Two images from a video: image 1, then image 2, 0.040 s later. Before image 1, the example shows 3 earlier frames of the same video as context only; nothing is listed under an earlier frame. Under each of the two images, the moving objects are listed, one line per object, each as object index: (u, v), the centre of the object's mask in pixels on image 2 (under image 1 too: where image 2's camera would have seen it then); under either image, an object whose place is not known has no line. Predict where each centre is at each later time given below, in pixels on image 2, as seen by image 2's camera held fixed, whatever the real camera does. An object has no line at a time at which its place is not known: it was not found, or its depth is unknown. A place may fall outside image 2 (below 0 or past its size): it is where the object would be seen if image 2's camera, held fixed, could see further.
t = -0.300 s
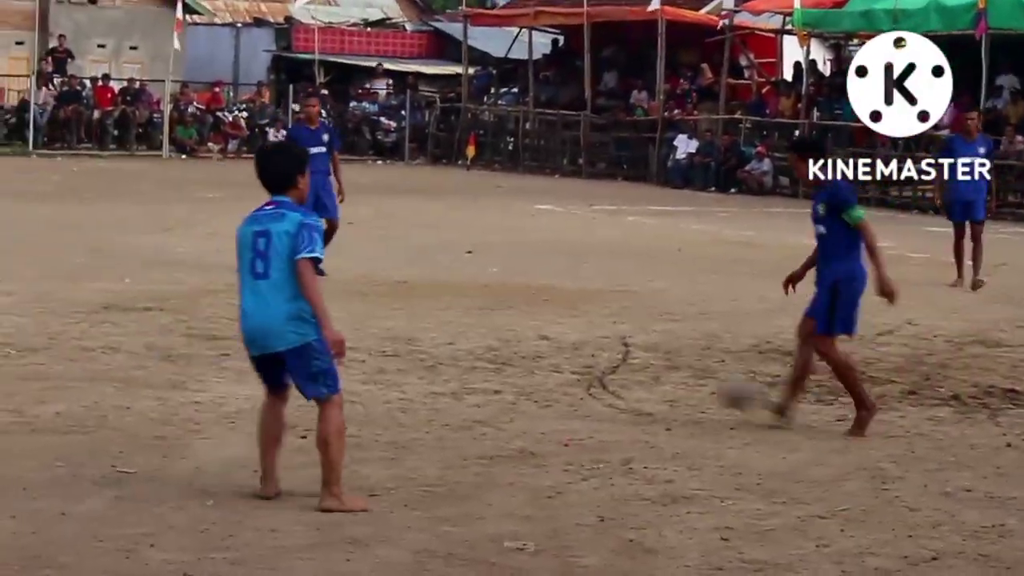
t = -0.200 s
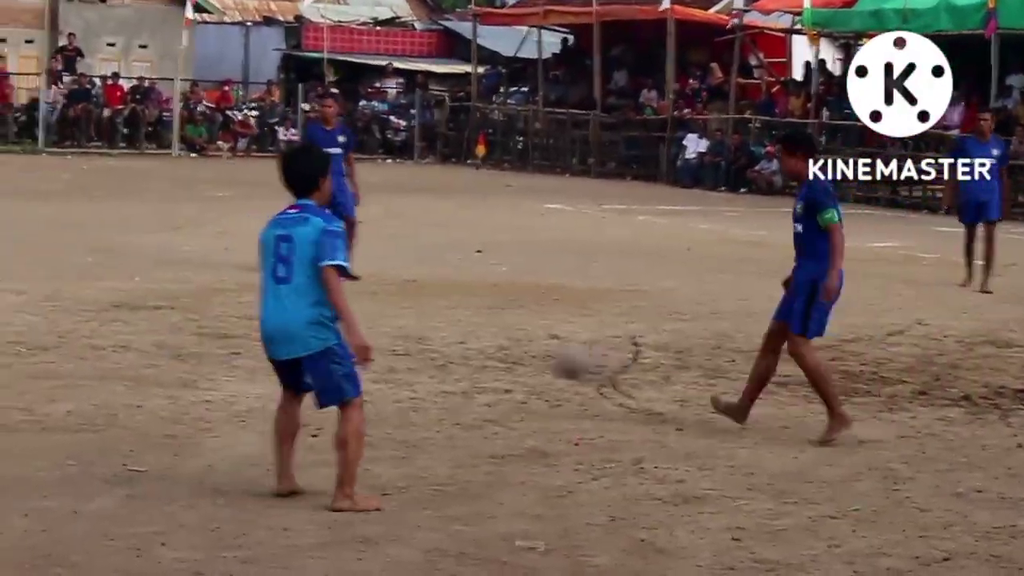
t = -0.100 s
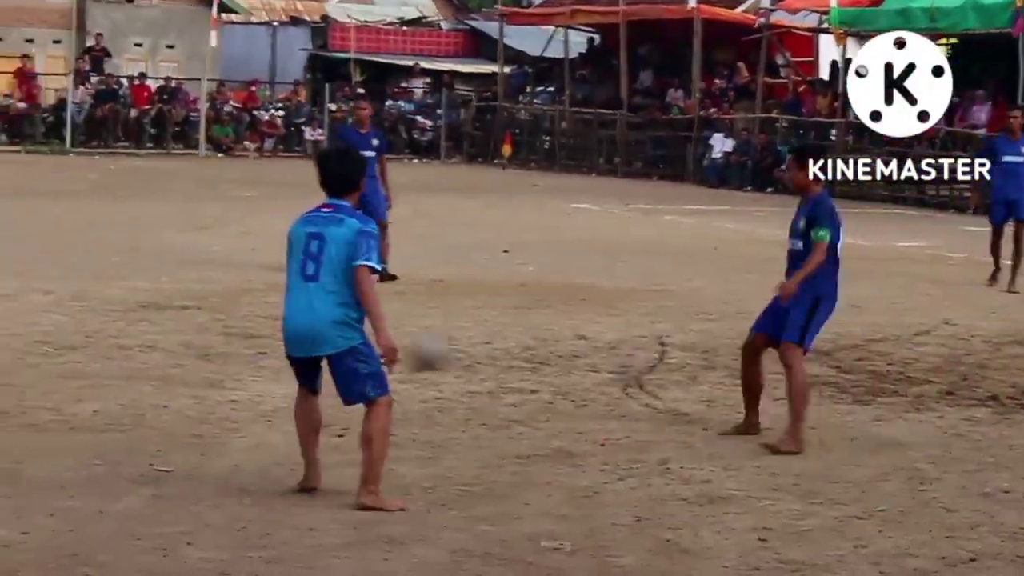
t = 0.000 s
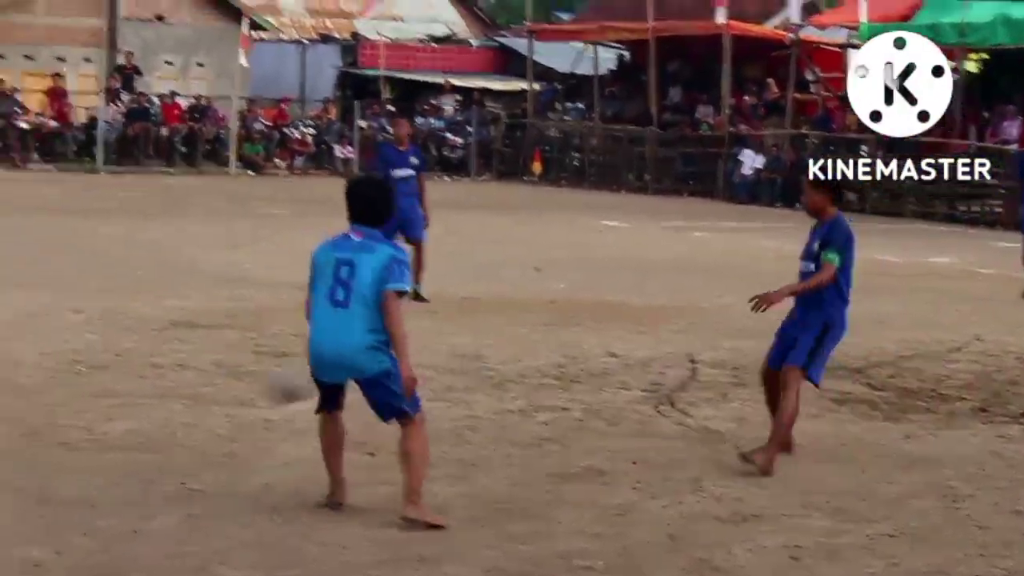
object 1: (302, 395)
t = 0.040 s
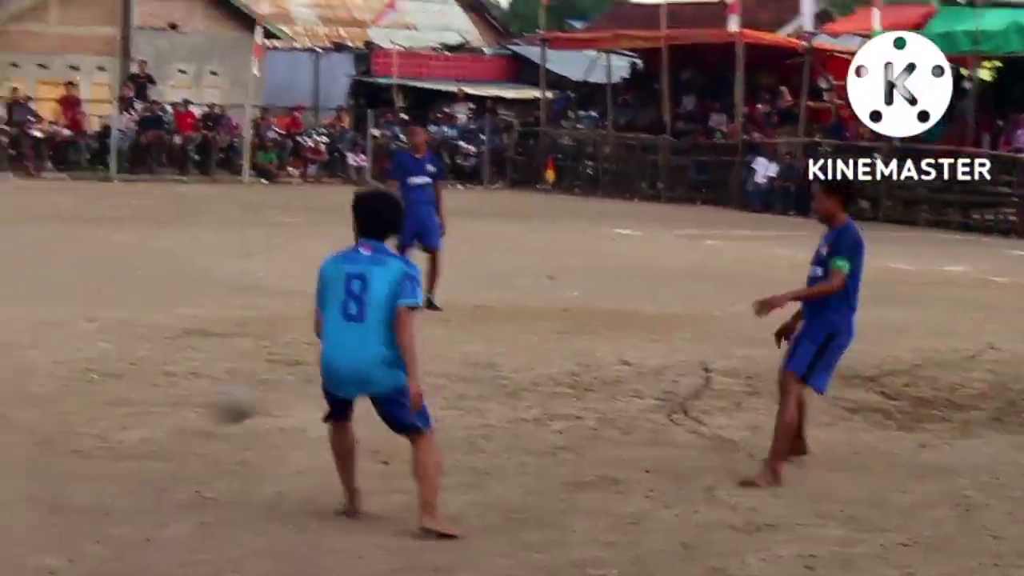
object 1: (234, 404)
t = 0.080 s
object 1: (168, 418)
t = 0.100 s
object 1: (145, 409)
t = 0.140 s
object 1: (106, 388)
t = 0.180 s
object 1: (64, 369)
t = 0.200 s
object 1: (44, 360)
